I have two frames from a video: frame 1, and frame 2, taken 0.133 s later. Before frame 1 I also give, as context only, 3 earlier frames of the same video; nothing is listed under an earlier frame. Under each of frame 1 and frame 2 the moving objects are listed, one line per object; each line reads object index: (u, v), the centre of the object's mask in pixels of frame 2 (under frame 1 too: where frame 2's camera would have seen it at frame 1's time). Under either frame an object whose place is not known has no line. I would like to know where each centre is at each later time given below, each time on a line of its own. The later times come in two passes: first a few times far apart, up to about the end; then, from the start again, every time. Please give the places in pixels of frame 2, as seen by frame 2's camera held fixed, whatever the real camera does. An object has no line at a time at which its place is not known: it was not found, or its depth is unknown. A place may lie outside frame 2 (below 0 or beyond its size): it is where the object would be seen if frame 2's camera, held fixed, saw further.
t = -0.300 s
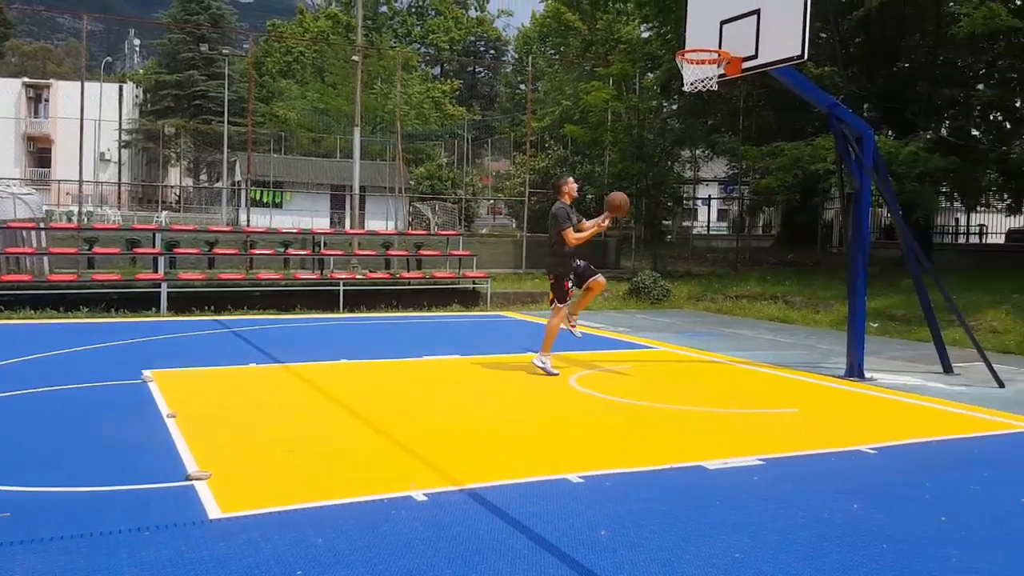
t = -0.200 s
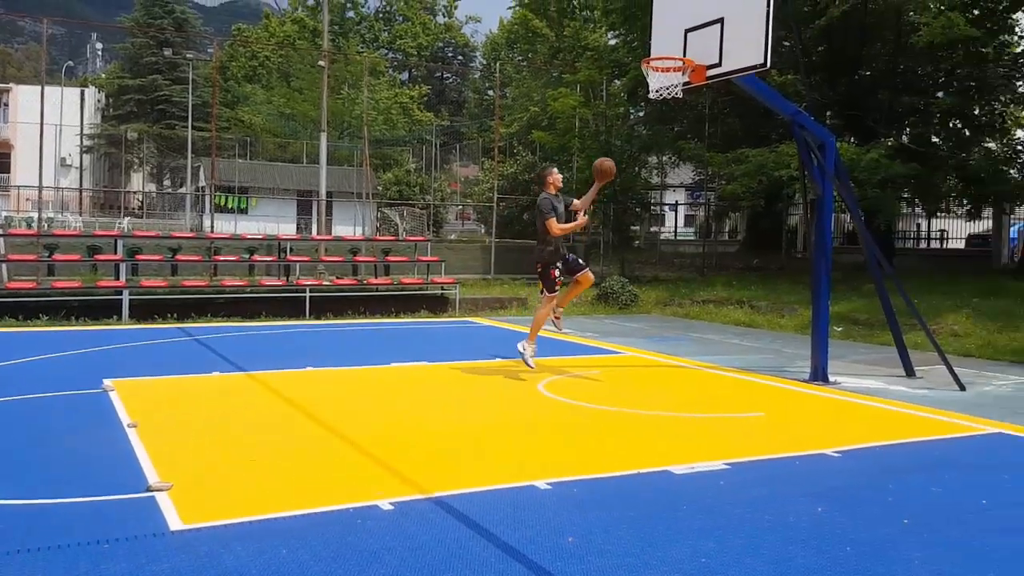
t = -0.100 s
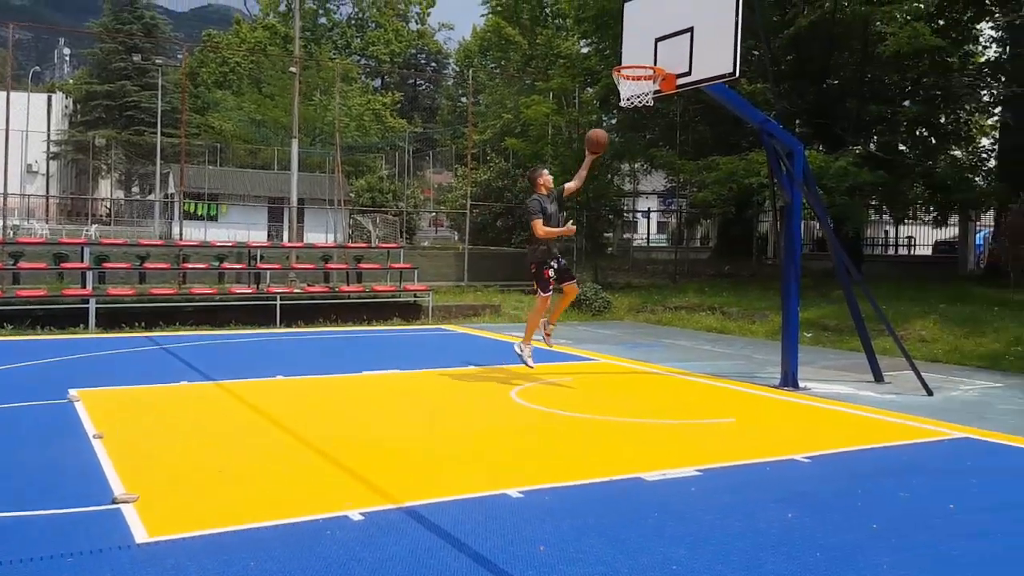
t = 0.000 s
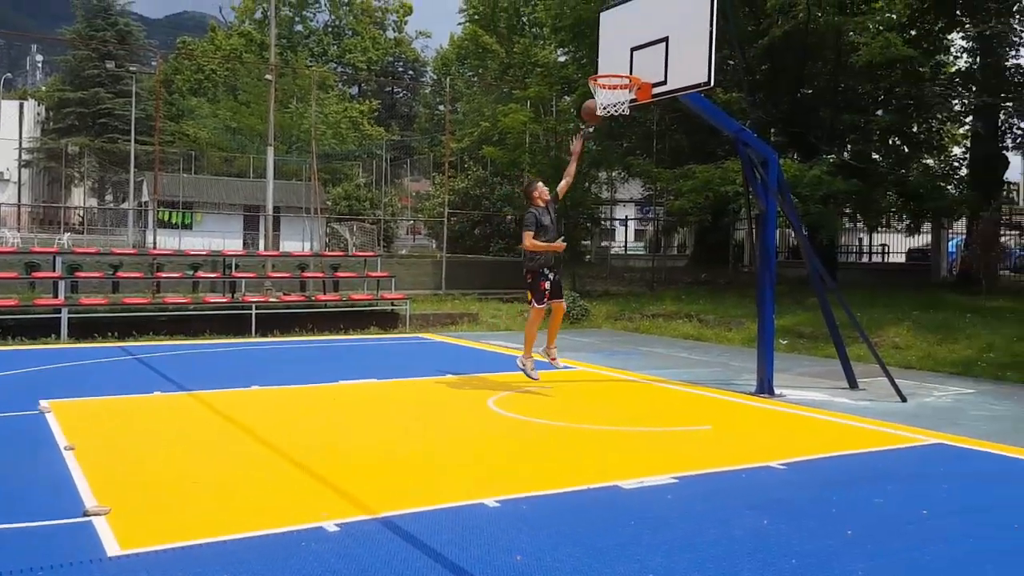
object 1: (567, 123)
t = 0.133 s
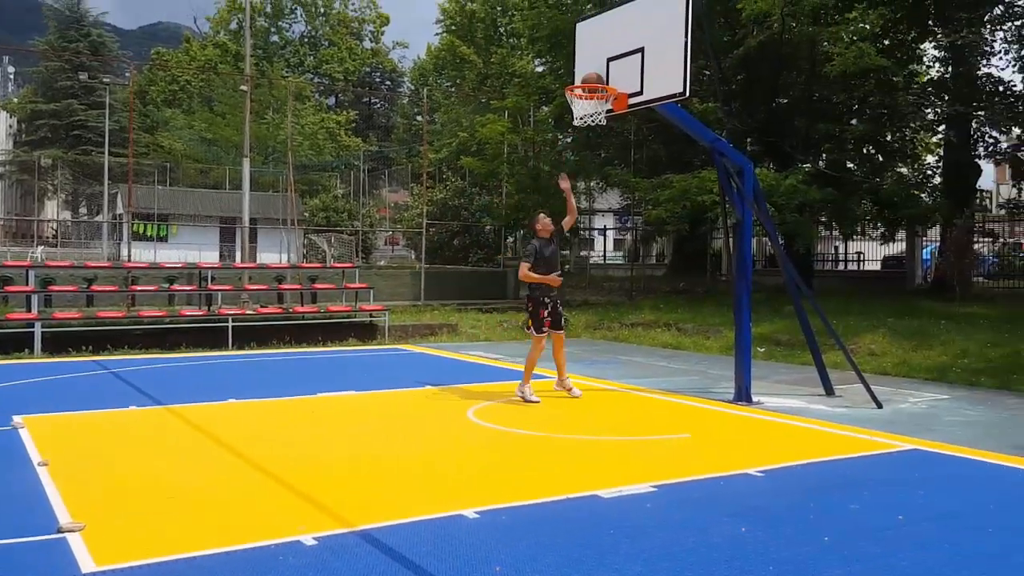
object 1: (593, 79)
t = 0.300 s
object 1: (593, 65)
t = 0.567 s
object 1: (588, 88)
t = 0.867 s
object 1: (591, 148)
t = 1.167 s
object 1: (602, 289)
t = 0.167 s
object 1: (593, 76)
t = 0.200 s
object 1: (593, 73)
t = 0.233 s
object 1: (593, 70)
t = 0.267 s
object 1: (593, 67)
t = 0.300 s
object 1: (593, 65)
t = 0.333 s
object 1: (593, 64)
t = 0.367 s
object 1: (593, 65)
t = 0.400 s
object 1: (594, 66)
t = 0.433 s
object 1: (593, 69)
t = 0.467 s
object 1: (593, 72)
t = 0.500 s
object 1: (593, 76)
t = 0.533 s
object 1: (592, 82)
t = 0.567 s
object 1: (588, 88)
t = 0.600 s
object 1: (586, 95)
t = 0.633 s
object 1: (585, 97)
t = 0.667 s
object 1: (585, 100)
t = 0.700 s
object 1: (587, 103)
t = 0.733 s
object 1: (588, 114)
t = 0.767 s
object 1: (588, 129)
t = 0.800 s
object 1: (589, 132)
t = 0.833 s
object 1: (590, 138)
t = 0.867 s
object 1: (591, 148)
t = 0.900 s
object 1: (593, 159)
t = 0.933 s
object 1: (593, 169)
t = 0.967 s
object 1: (595, 183)
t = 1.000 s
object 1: (596, 197)
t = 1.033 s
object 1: (598, 213)
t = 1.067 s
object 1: (598, 230)
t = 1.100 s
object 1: (600, 248)
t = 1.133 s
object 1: (601, 268)
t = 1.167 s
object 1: (602, 289)
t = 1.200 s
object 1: (603, 310)
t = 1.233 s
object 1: (605, 333)
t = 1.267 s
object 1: (605, 357)
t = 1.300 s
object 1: (606, 382)
